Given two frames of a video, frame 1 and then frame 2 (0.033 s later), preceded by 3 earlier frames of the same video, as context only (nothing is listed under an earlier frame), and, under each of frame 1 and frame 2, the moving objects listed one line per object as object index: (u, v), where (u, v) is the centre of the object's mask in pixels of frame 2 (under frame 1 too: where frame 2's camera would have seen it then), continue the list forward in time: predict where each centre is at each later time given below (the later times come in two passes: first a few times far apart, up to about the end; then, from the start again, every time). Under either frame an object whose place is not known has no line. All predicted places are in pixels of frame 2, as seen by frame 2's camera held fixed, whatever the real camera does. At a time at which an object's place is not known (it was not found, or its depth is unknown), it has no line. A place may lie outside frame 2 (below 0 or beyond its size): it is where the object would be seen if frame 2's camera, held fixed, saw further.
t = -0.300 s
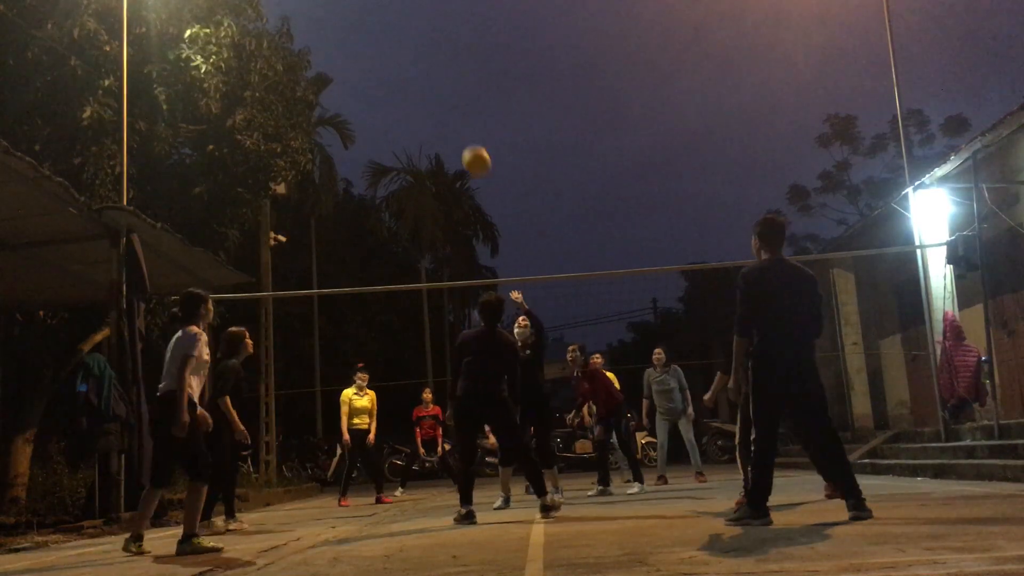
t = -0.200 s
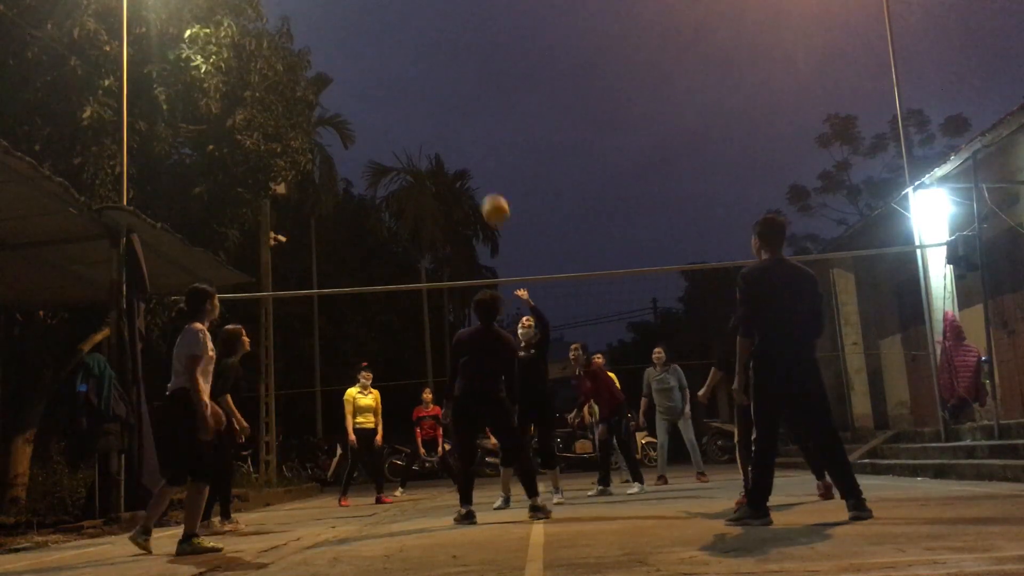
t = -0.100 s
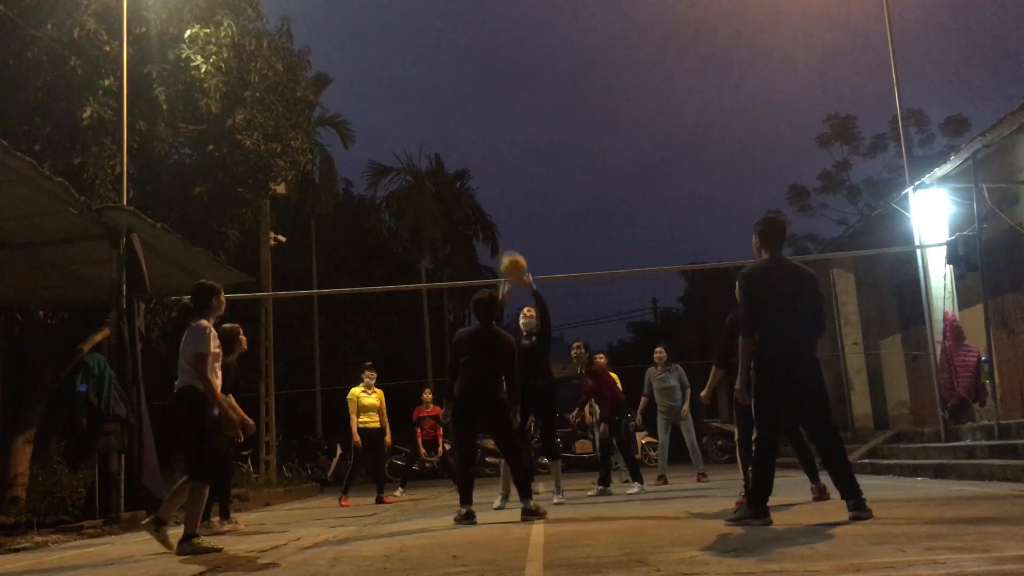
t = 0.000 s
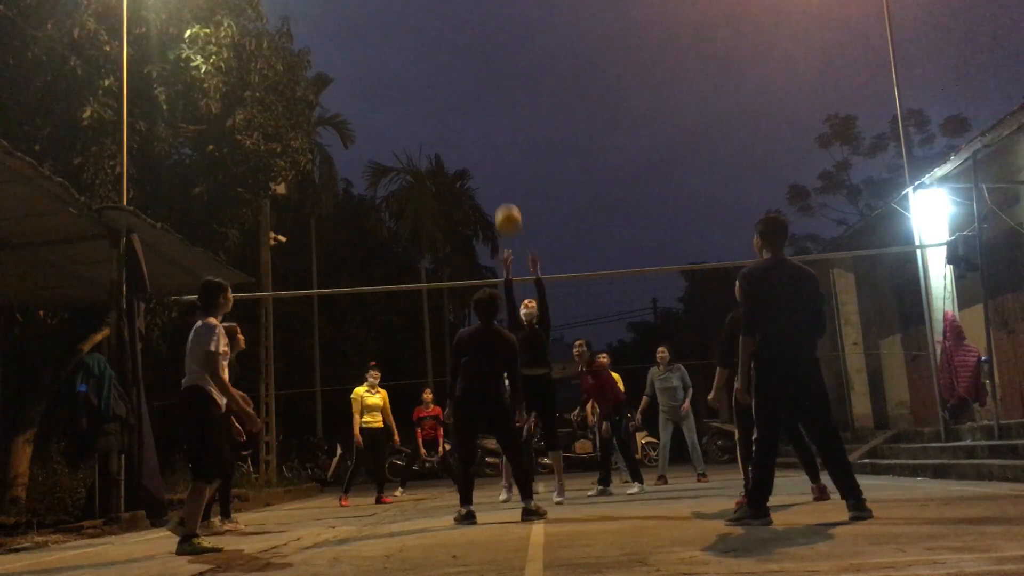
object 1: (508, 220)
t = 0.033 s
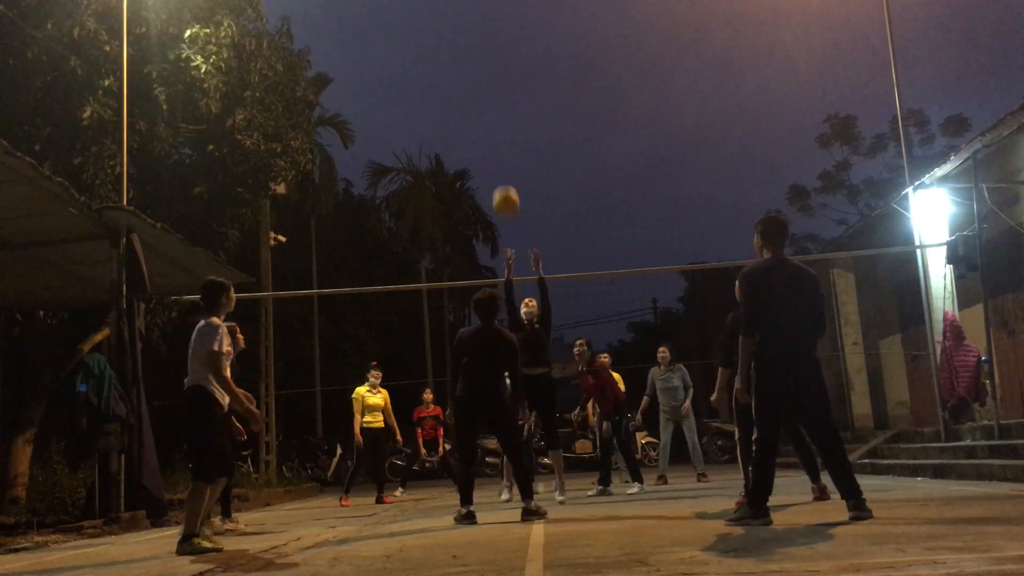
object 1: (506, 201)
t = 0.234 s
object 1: (493, 111)
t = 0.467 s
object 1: (481, 60)
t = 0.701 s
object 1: (474, 67)
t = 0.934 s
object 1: (469, 138)
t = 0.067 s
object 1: (503, 182)
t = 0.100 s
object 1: (501, 166)
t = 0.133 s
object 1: (499, 150)
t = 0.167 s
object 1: (497, 137)
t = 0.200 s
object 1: (495, 124)
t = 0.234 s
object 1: (493, 111)
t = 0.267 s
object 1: (491, 101)
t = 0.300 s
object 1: (489, 91)
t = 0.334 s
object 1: (487, 82)
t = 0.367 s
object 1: (486, 75)
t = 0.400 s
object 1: (484, 69)
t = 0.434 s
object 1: (483, 64)
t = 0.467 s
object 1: (481, 60)
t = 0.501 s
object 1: (480, 58)
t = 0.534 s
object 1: (479, 56)
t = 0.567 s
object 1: (478, 56)
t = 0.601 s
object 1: (476, 57)
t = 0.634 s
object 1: (475, 59)
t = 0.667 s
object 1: (475, 63)
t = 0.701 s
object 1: (474, 67)
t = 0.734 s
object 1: (473, 73)
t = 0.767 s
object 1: (472, 81)
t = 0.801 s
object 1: (471, 90)
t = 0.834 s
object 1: (471, 100)
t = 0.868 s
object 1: (470, 110)
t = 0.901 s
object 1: (470, 124)
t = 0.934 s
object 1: (469, 138)
